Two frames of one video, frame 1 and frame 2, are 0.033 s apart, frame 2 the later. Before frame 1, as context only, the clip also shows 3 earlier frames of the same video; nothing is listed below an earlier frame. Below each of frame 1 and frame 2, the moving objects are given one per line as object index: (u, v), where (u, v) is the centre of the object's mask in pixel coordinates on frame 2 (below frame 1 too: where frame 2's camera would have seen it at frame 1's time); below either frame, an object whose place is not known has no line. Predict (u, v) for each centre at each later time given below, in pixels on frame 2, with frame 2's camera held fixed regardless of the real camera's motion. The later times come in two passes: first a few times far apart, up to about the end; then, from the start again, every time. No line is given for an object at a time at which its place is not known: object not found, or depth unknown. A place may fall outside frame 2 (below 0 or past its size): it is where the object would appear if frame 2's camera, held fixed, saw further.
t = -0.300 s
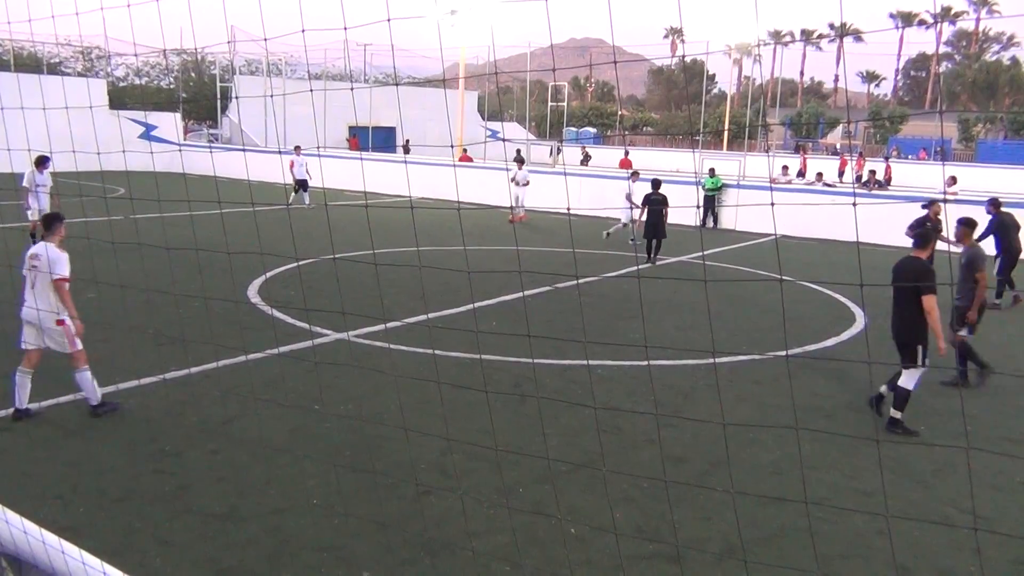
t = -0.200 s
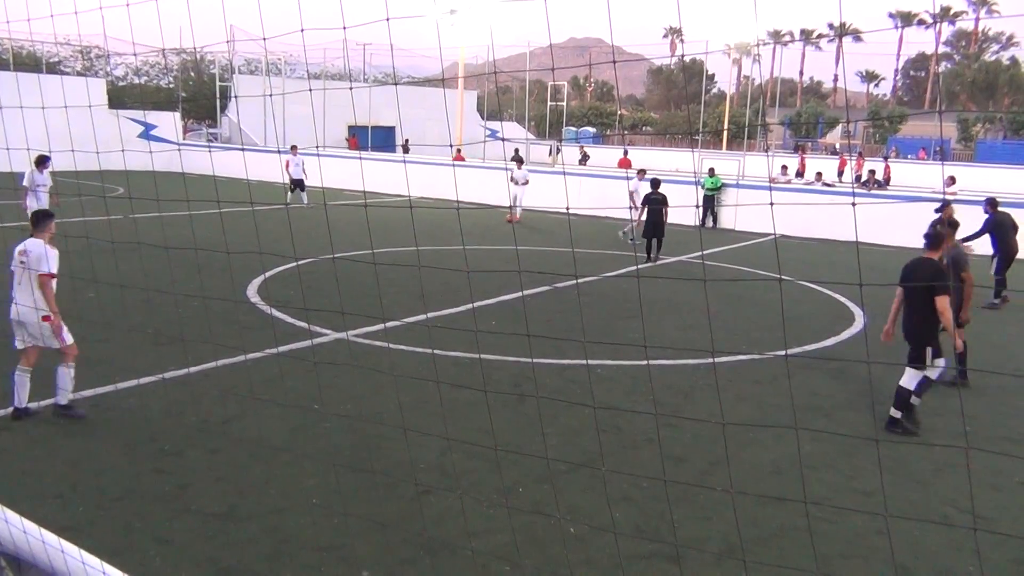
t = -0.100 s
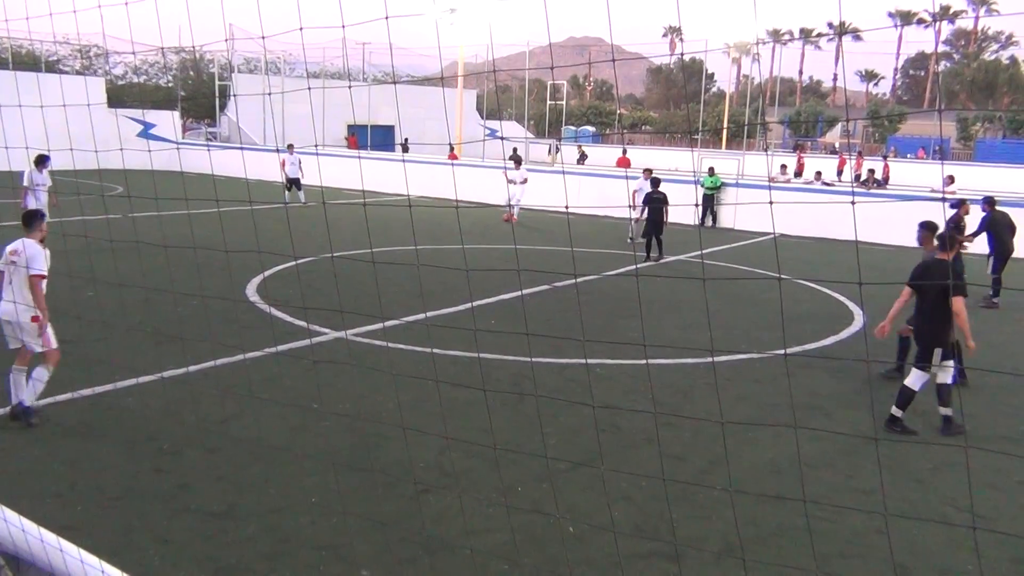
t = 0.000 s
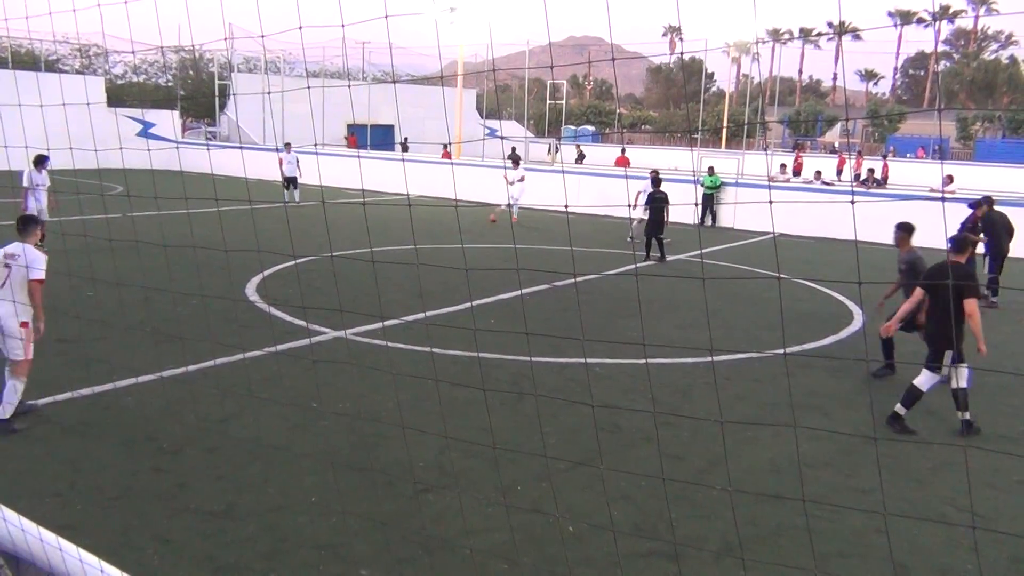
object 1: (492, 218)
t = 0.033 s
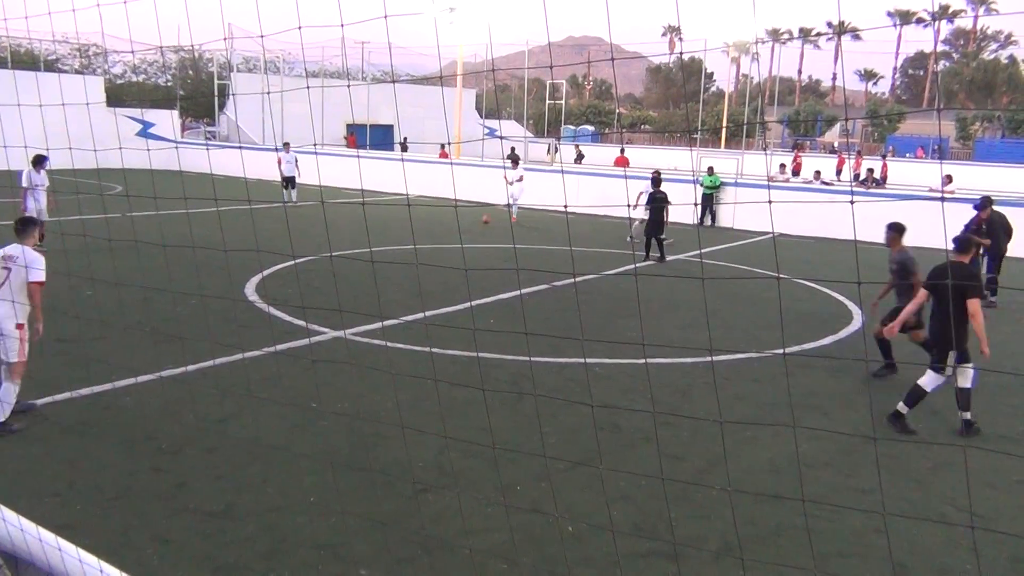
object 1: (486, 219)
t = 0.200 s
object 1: (449, 235)
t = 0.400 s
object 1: (410, 252)
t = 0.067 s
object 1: (479, 221)
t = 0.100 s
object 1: (472, 224)
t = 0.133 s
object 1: (465, 227)
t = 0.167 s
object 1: (456, 230)
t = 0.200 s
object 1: (449, 235)
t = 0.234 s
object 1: (442, 239)
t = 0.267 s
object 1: (436, 240)
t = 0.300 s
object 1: (429, 242)
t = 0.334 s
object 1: (422, 245)
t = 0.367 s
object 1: (418, 249)
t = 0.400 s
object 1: (410, 252)
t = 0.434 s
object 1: (400, 254)
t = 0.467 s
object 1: (390, 258)
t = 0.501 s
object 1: (381, 262)
